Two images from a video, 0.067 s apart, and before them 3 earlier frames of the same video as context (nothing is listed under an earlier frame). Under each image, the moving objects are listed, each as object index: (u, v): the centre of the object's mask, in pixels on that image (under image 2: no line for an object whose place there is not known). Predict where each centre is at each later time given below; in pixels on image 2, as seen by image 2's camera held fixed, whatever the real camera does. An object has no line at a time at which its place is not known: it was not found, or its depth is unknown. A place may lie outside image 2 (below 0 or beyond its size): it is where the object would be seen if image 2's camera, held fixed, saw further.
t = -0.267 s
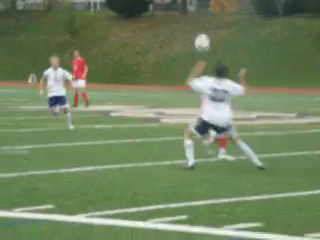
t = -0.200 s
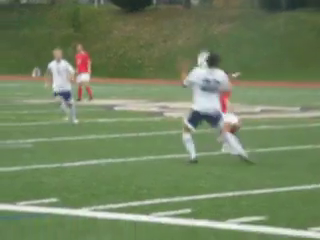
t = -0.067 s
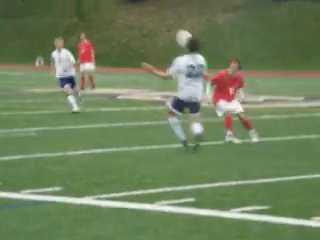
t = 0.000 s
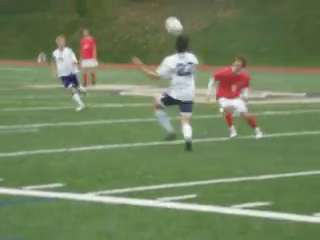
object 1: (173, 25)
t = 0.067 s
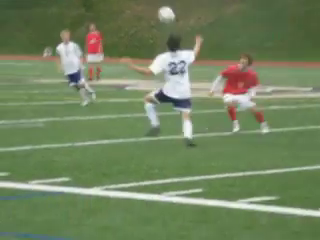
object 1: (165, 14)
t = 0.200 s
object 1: (139, 12)
